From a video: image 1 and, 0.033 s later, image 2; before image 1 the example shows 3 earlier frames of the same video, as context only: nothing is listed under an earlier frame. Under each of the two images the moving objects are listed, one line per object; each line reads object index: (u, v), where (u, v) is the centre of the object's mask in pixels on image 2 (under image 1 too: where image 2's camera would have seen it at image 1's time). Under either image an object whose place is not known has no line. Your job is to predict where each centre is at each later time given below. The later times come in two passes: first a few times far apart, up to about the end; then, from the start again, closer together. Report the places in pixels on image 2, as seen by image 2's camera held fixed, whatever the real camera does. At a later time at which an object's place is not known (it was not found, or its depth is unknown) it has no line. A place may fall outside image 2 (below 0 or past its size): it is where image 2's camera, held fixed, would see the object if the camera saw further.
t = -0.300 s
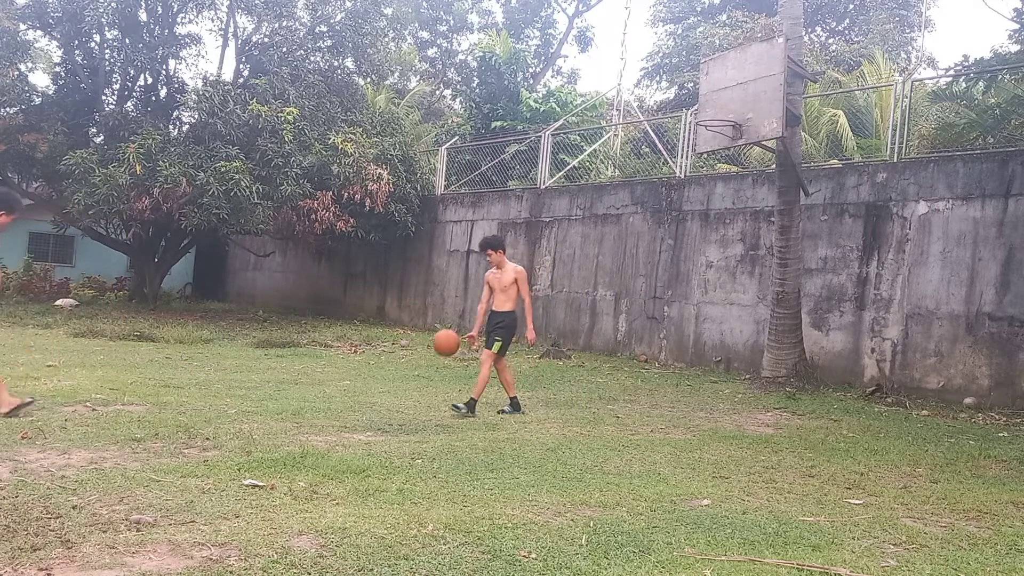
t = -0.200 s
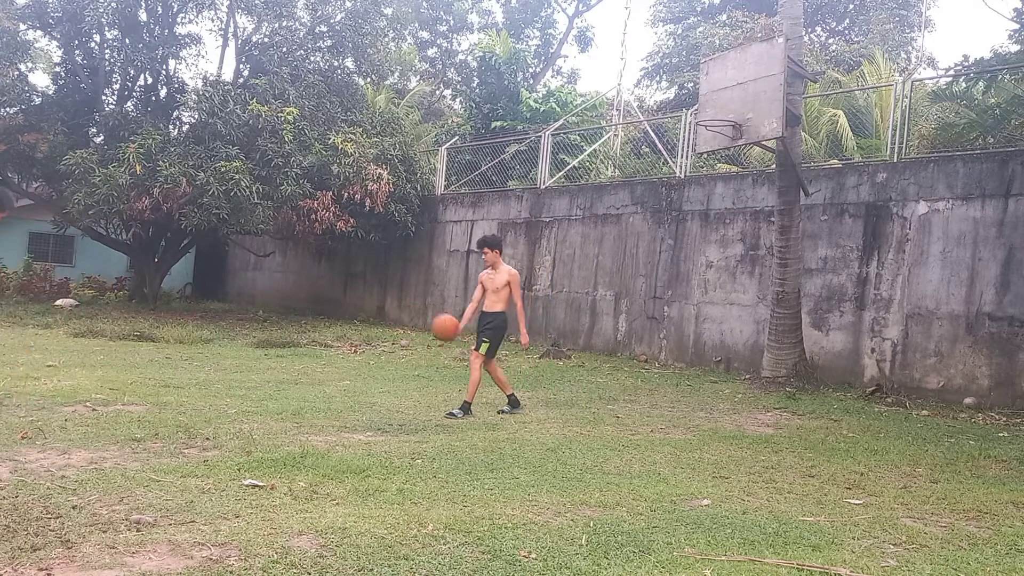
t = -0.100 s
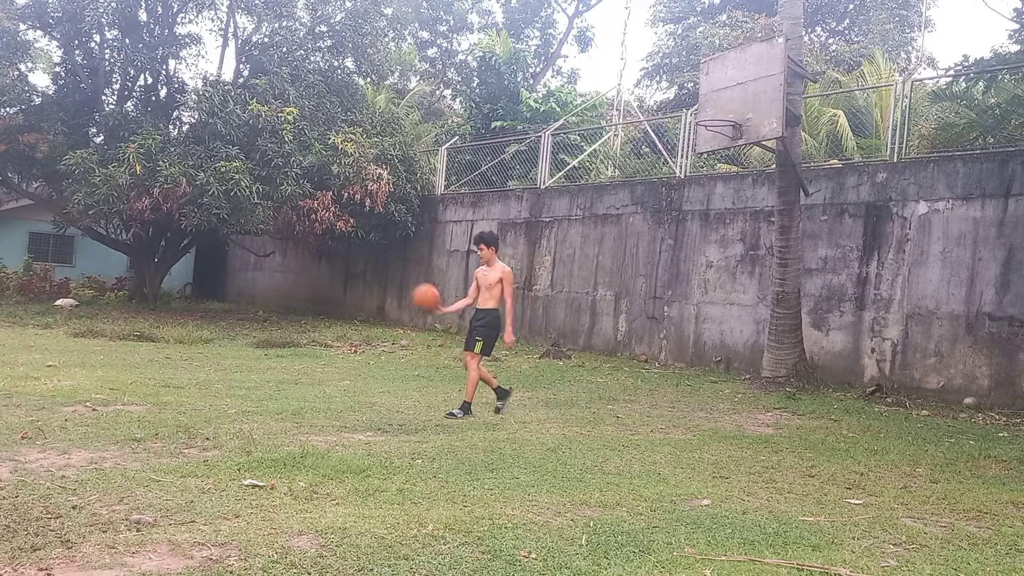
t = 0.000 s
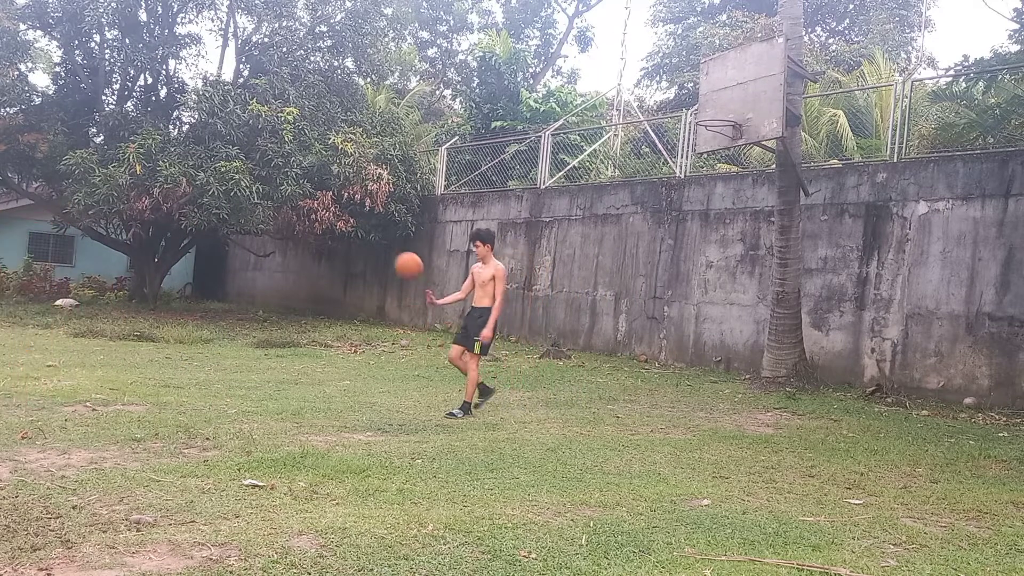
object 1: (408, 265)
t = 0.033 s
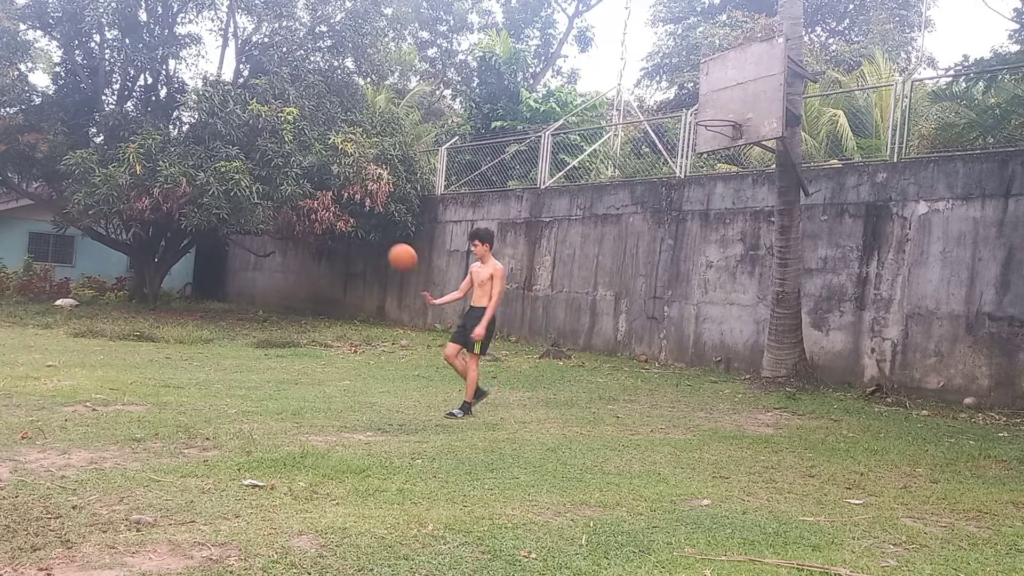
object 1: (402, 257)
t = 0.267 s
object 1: (356, 232)
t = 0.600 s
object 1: (273, 308)
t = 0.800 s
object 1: (216, 390)
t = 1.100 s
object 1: (160, 287)
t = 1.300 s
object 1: (115, 281)
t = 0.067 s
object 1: (396, 249)
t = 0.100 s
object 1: (390, 243)
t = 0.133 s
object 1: (383, 239)
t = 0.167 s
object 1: (376, 236)
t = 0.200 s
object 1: (370, 233)
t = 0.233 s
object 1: (363, 232)
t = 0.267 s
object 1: (356, 232)
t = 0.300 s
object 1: (348, 233)
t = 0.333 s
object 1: (341, 236)
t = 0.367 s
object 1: (333, 240)
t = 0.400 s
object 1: (325, 246)
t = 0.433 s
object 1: (317, 252)
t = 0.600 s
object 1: (273, 308)
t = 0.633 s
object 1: (264, 324)
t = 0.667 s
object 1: (254, 341)
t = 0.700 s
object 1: (244, 361)
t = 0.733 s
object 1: (233, 382)
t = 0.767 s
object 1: (223, 404)
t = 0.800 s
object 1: (216, 390)
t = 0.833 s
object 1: (211, 373)
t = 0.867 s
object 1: (205, 358)
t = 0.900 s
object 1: (199, 343)
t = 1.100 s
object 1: (160, 287)
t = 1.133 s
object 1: (153, 282)
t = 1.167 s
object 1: (145, 279)
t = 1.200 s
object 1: (138, 278)
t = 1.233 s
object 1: (131, 277)
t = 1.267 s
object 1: (123, 279)
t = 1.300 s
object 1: (115, 281)
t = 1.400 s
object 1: (90, 298)
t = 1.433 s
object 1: (81, 307)
